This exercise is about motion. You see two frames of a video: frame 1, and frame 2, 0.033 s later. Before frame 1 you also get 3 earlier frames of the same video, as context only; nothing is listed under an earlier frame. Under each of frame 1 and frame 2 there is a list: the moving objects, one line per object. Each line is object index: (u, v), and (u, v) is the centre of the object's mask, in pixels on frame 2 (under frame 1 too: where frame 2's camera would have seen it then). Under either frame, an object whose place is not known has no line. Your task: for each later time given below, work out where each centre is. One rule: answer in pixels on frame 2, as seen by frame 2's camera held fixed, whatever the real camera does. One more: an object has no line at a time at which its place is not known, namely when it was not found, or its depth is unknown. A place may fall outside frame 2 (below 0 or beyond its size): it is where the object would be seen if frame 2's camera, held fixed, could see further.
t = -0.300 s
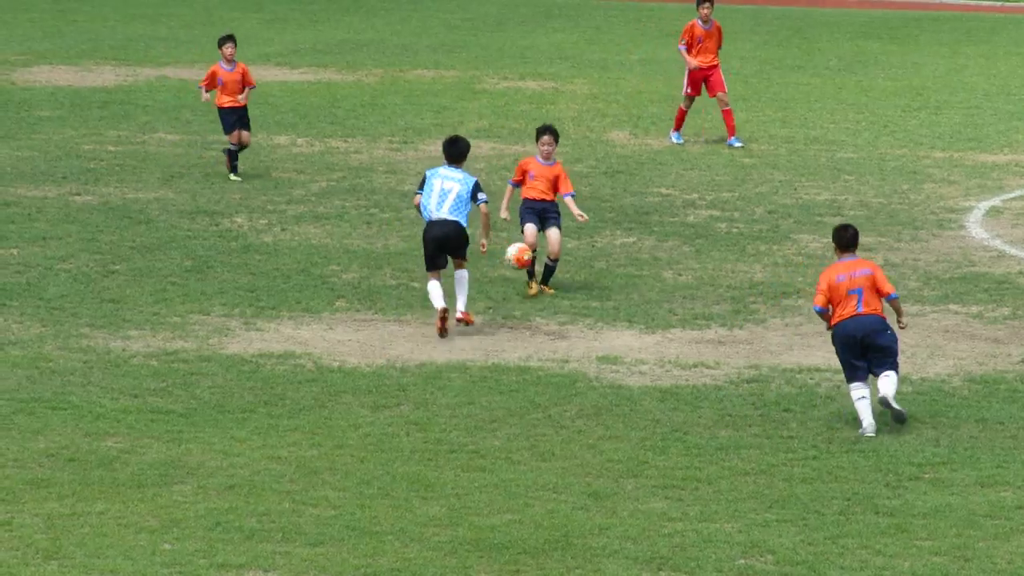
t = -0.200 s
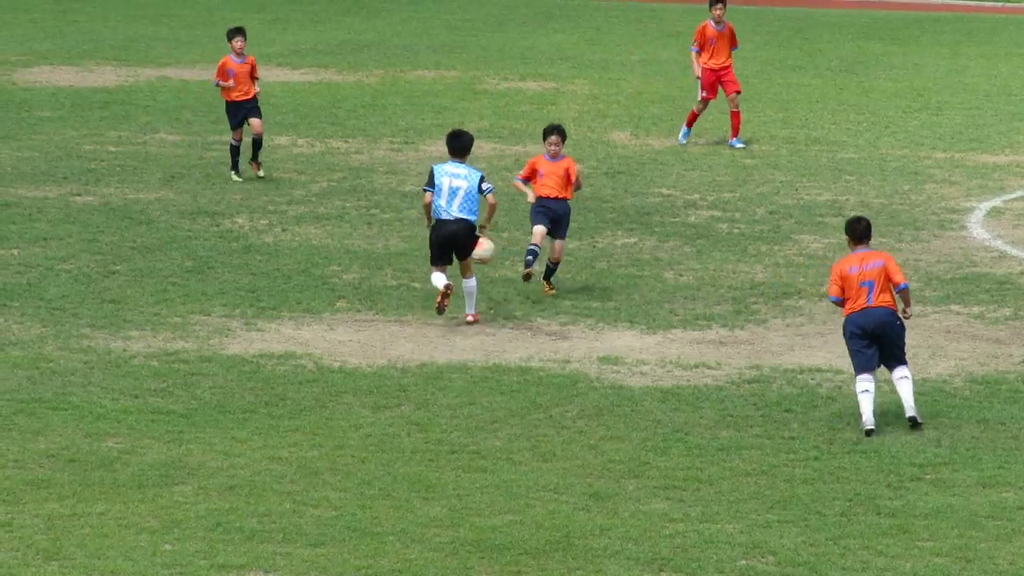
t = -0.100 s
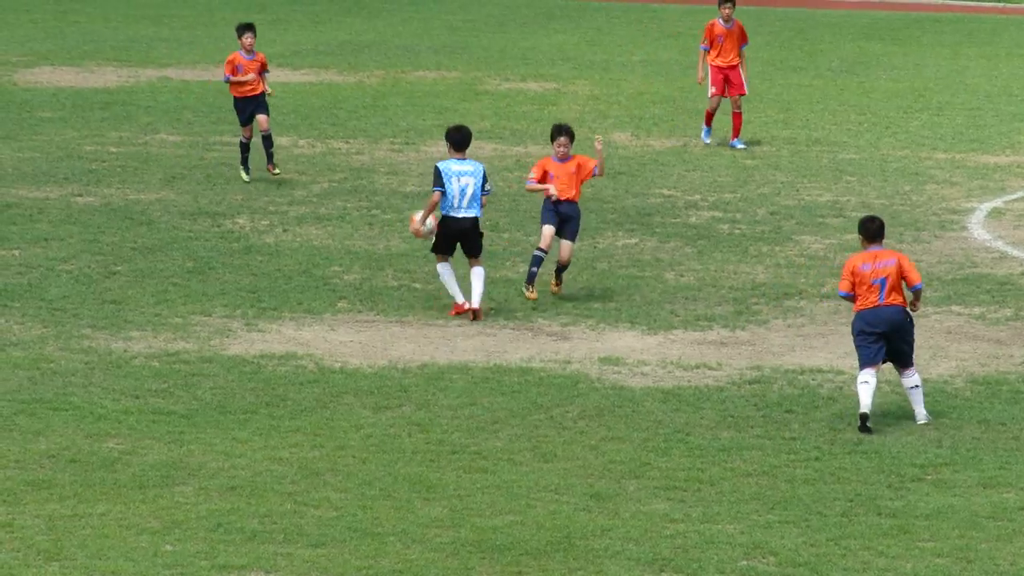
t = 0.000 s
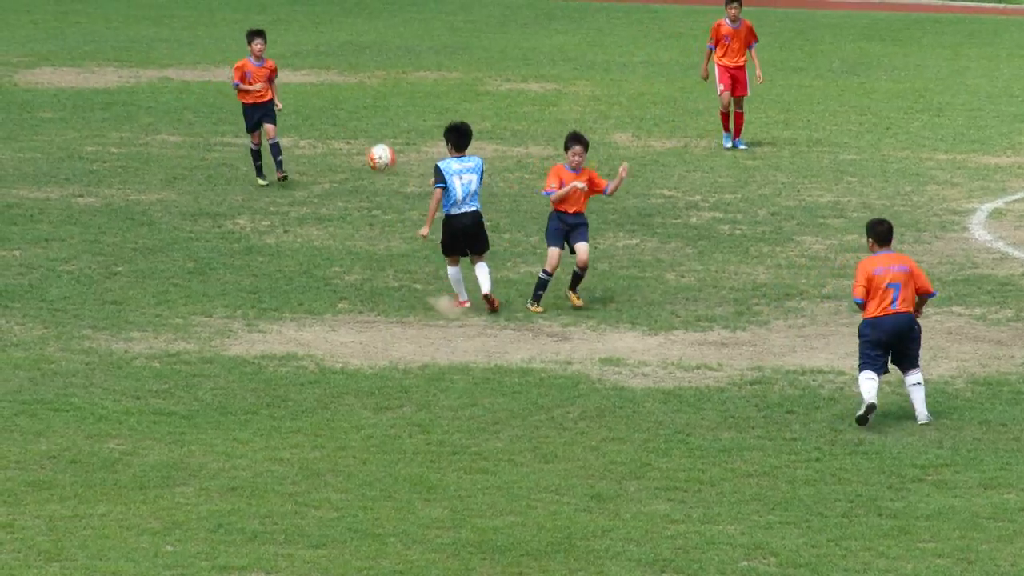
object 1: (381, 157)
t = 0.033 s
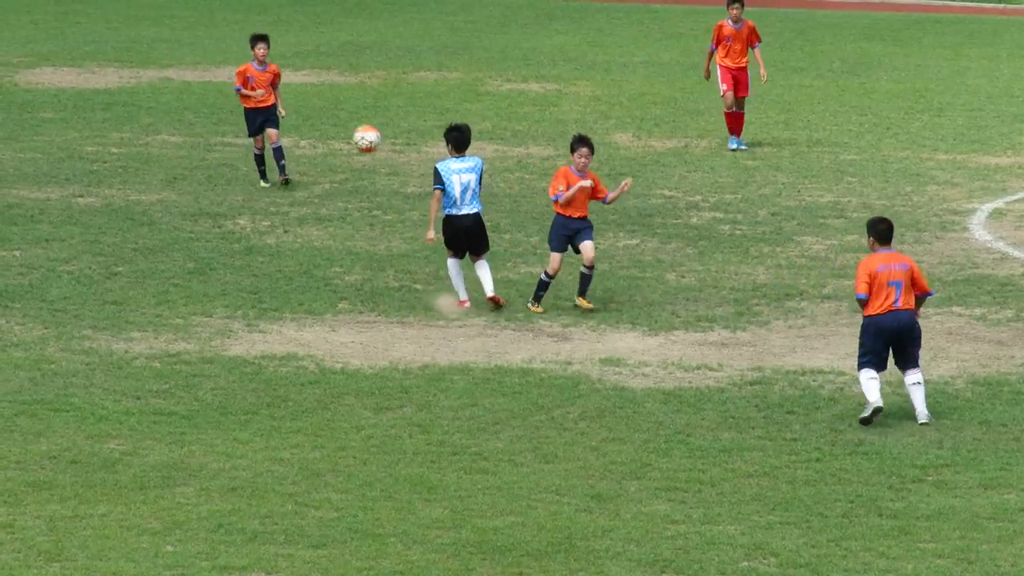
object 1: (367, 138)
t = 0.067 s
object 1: (352, 120)
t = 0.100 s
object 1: (339, 105)
